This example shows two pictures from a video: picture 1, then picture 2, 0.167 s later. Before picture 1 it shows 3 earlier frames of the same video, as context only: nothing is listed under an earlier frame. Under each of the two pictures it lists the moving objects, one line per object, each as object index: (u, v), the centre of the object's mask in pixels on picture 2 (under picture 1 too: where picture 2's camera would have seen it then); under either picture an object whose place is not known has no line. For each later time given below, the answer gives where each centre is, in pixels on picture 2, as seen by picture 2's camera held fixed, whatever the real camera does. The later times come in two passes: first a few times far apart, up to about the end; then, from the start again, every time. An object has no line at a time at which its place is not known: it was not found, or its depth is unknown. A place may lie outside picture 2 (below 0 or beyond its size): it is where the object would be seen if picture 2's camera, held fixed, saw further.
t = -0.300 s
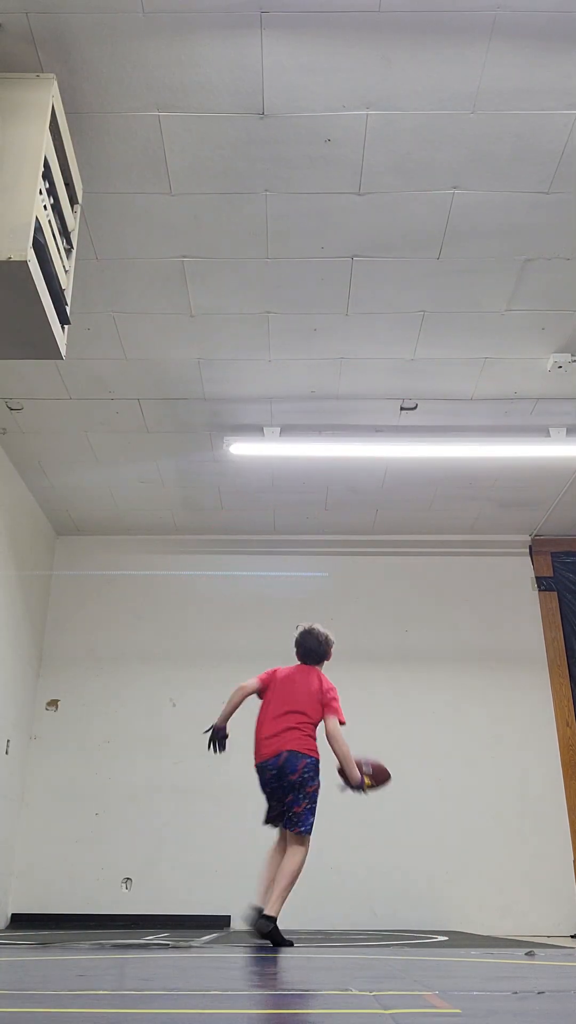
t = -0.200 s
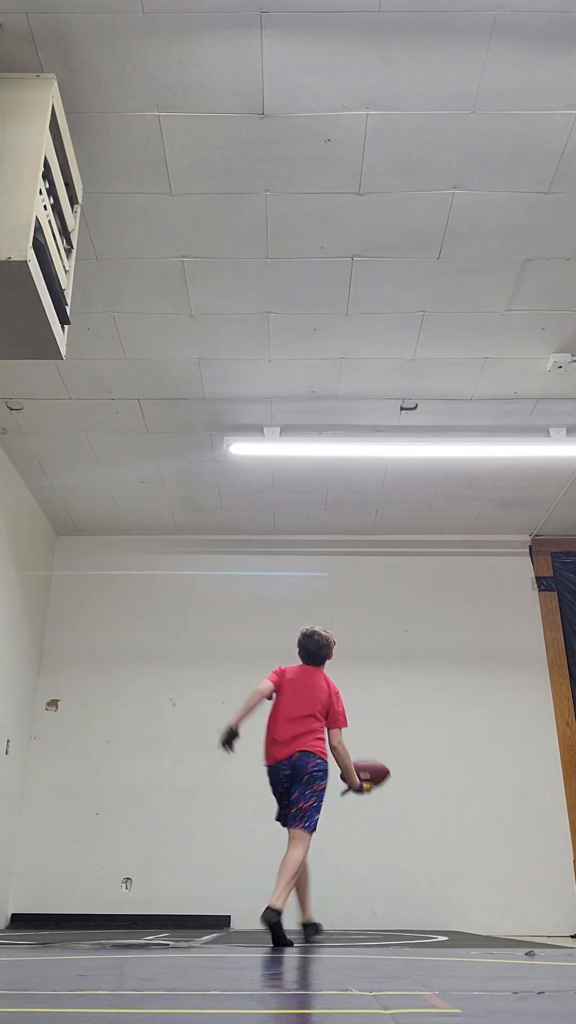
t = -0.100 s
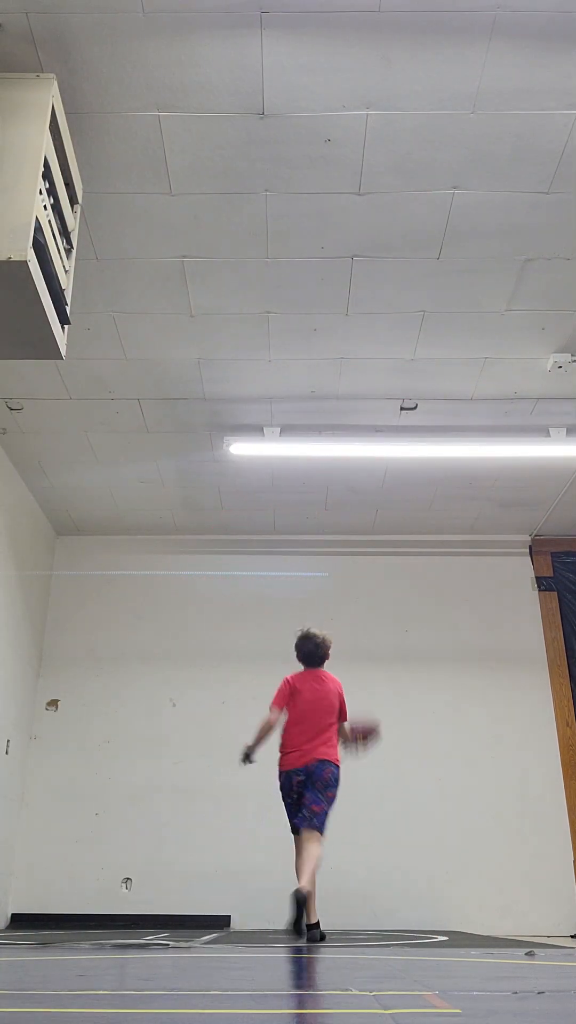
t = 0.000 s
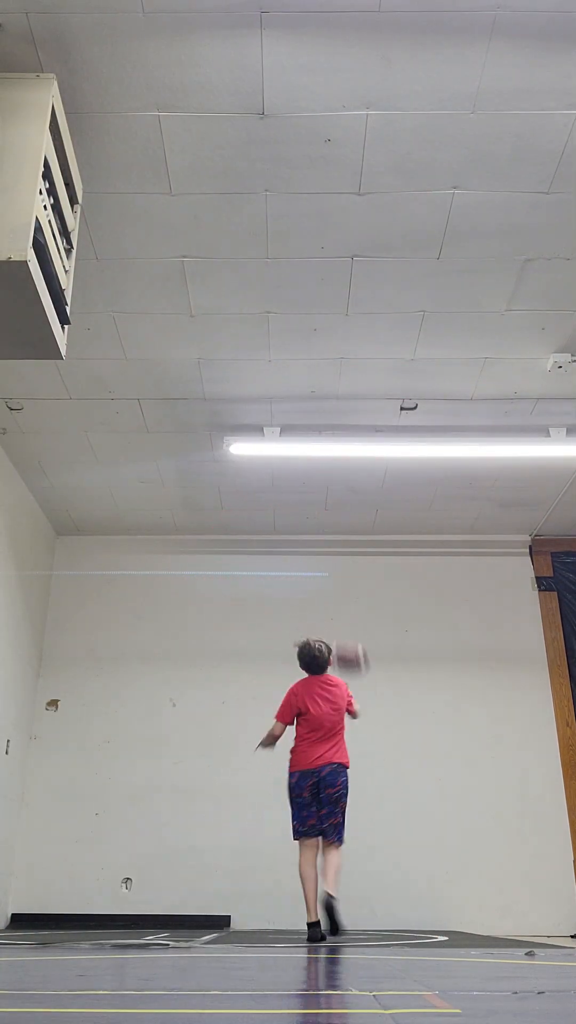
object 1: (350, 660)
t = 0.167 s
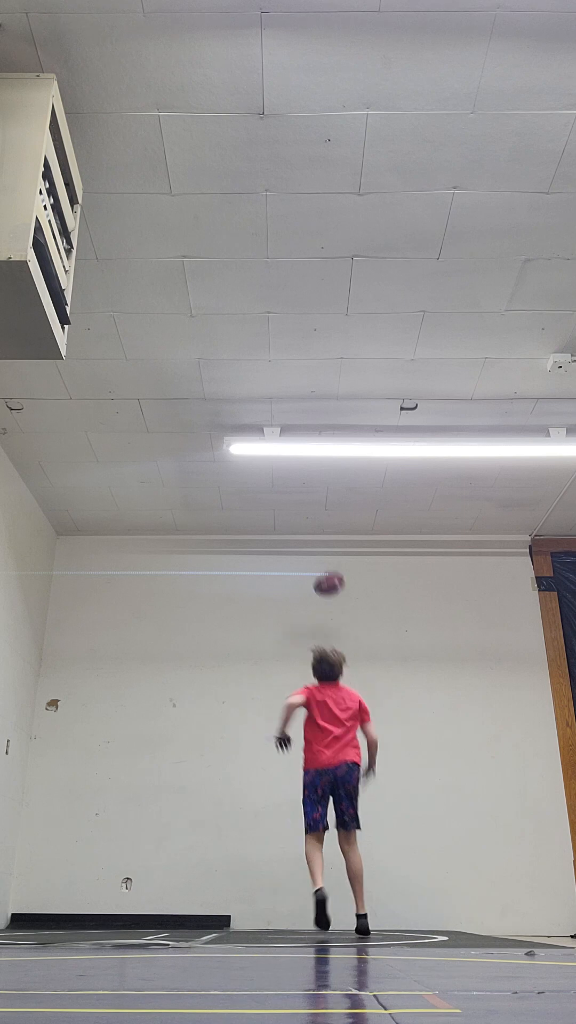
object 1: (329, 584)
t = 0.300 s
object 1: (316, 561)
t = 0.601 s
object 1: (323, 546)
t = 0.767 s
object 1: (343, 564)
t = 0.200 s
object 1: (326, 576)
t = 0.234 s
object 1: (322, 569)
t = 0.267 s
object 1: (319, 564)
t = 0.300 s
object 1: (316, 561)
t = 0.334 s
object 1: (313, 559)
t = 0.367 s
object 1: (311, 559)
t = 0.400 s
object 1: (308, 559)
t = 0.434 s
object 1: (306, 561)
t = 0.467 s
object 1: (309, 557)
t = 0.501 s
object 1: (312, 551)
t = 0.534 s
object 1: (316, 548)
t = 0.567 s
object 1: (319, 547)
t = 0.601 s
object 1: (323, 546)
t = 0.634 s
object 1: (327, 547)
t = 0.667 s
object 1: (331, 549)
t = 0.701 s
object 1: (335, 553)
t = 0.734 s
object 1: (339, 557)
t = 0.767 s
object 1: (343, 564)
